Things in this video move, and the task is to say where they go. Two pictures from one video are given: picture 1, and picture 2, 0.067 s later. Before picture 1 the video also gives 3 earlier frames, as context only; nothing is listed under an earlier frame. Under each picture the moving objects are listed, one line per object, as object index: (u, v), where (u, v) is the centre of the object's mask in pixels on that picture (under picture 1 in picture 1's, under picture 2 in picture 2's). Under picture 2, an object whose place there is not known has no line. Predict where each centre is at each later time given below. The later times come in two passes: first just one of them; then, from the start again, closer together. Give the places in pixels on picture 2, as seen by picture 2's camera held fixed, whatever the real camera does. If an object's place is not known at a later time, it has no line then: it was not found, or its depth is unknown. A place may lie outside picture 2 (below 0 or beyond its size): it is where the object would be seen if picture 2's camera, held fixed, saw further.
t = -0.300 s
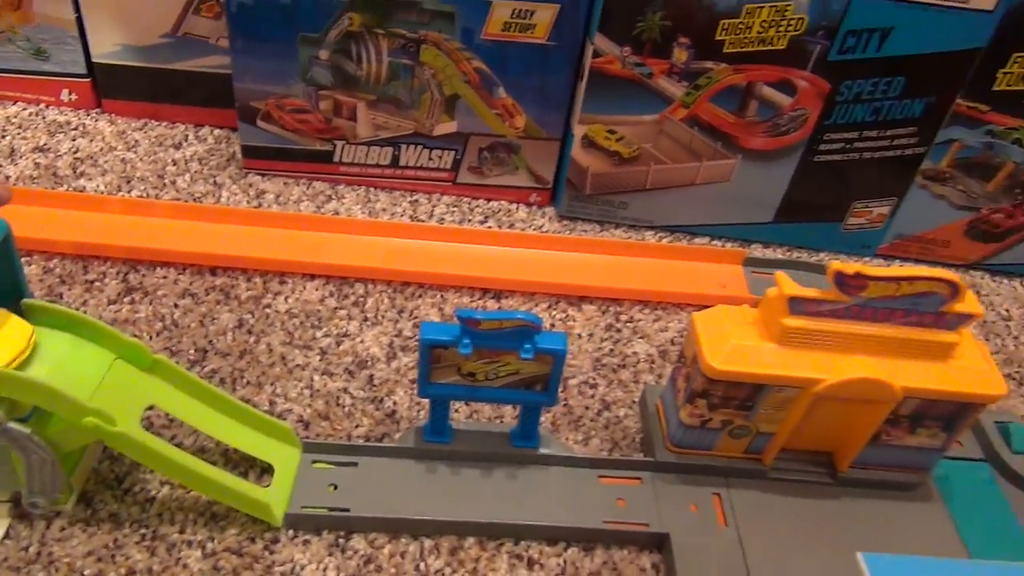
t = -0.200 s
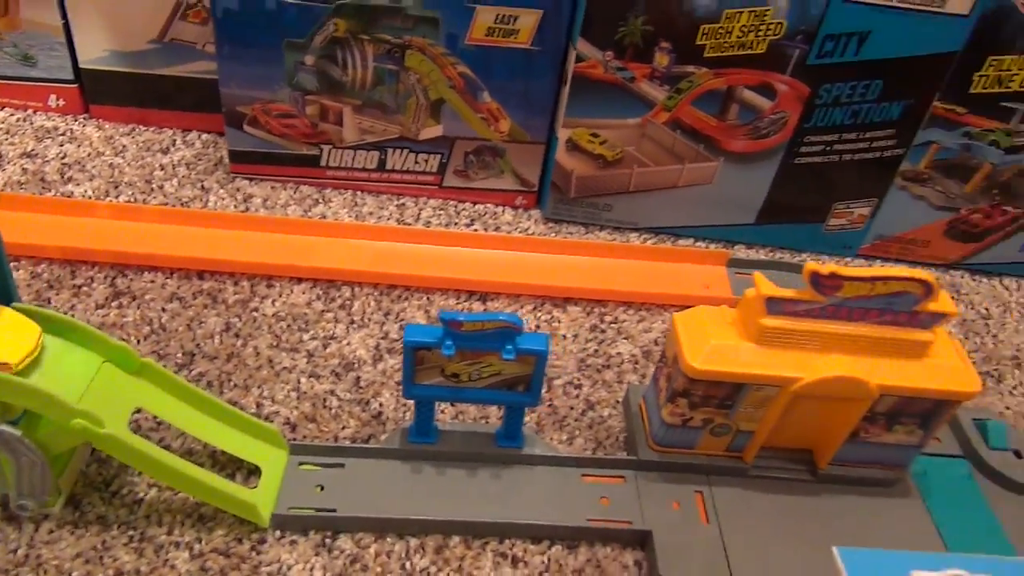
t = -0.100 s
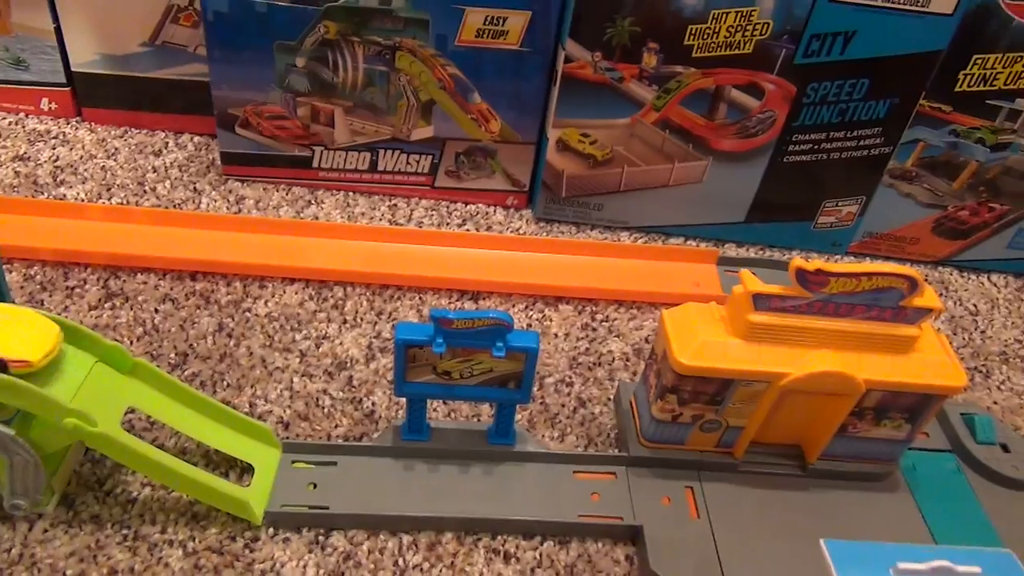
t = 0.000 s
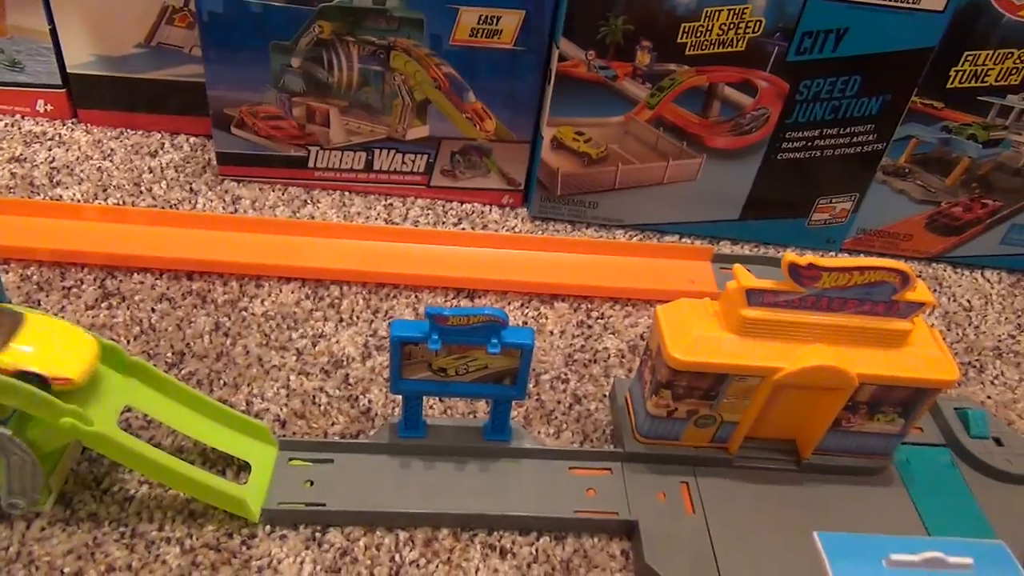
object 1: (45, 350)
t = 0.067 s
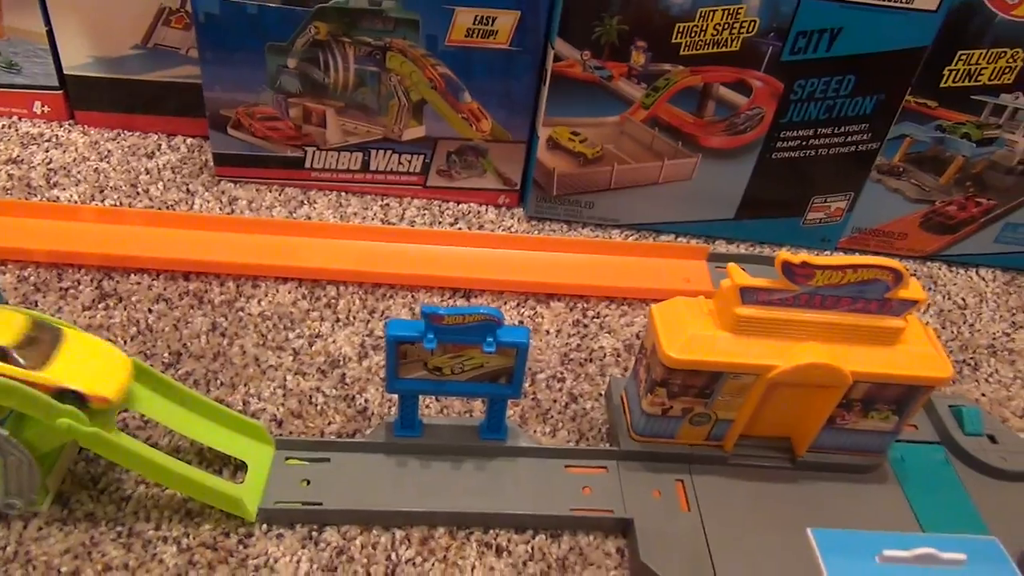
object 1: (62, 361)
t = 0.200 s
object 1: (162, 413)
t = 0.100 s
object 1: (73, 367)
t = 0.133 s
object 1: (86, 374)
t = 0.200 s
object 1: (162, 413)
